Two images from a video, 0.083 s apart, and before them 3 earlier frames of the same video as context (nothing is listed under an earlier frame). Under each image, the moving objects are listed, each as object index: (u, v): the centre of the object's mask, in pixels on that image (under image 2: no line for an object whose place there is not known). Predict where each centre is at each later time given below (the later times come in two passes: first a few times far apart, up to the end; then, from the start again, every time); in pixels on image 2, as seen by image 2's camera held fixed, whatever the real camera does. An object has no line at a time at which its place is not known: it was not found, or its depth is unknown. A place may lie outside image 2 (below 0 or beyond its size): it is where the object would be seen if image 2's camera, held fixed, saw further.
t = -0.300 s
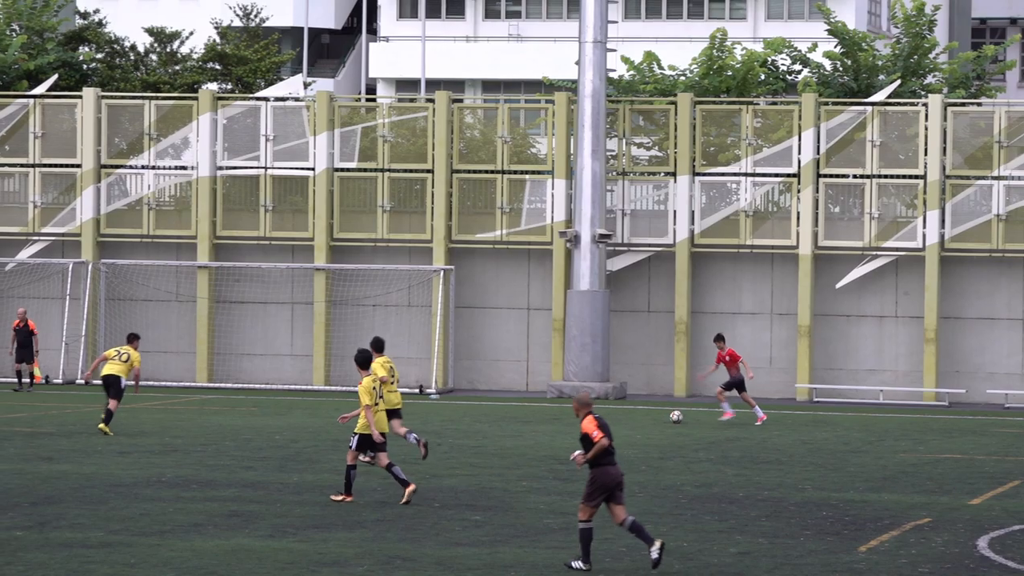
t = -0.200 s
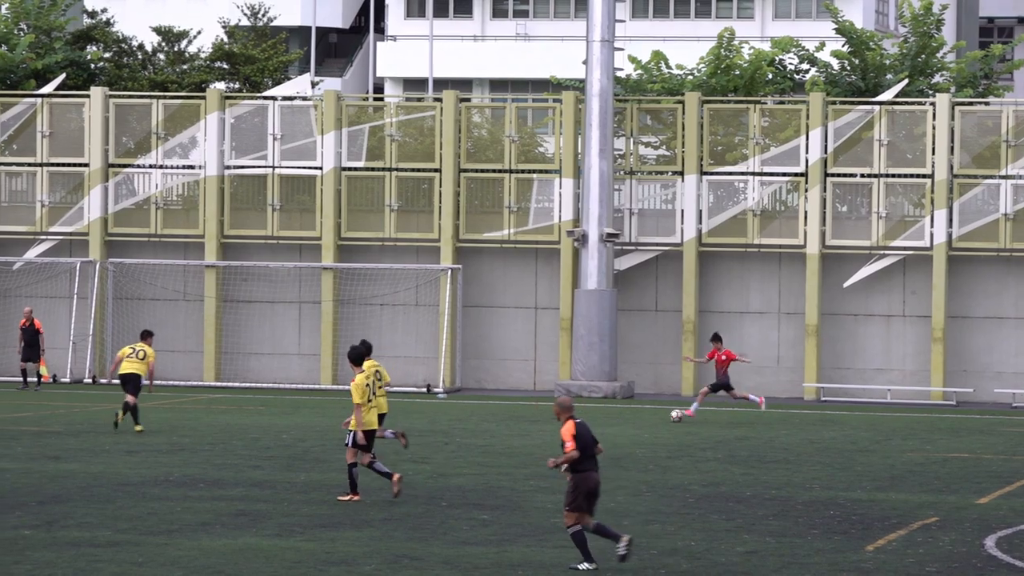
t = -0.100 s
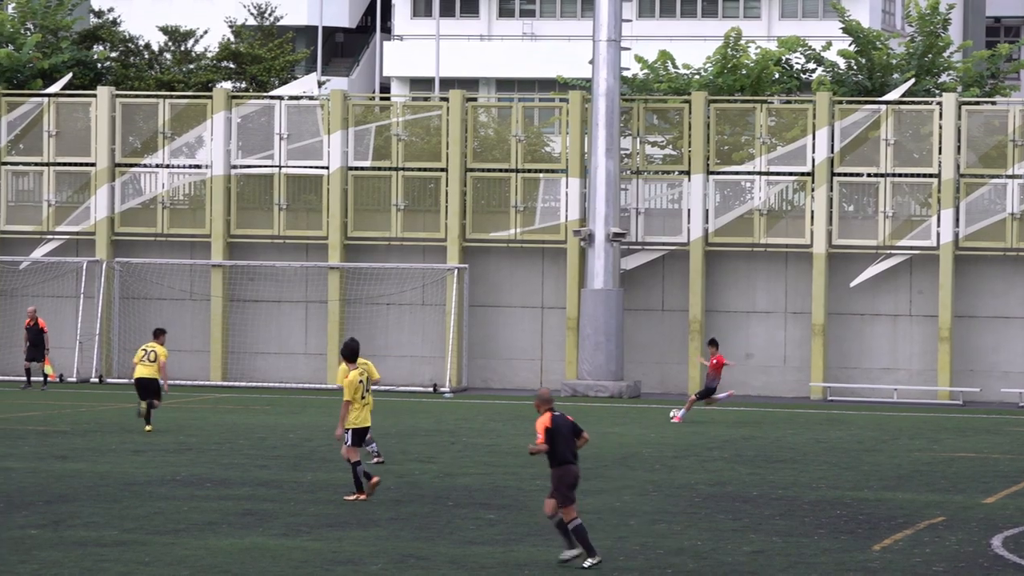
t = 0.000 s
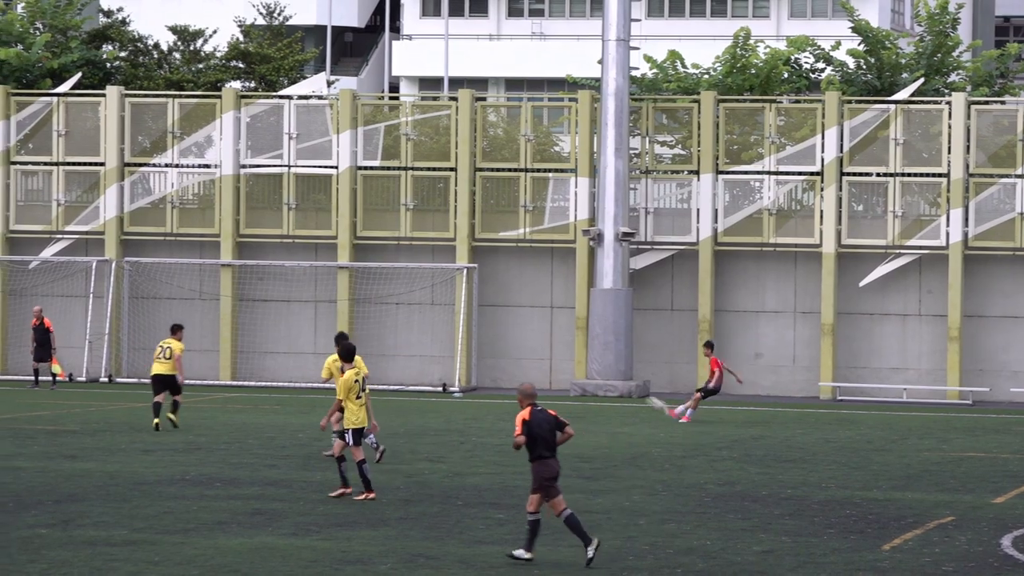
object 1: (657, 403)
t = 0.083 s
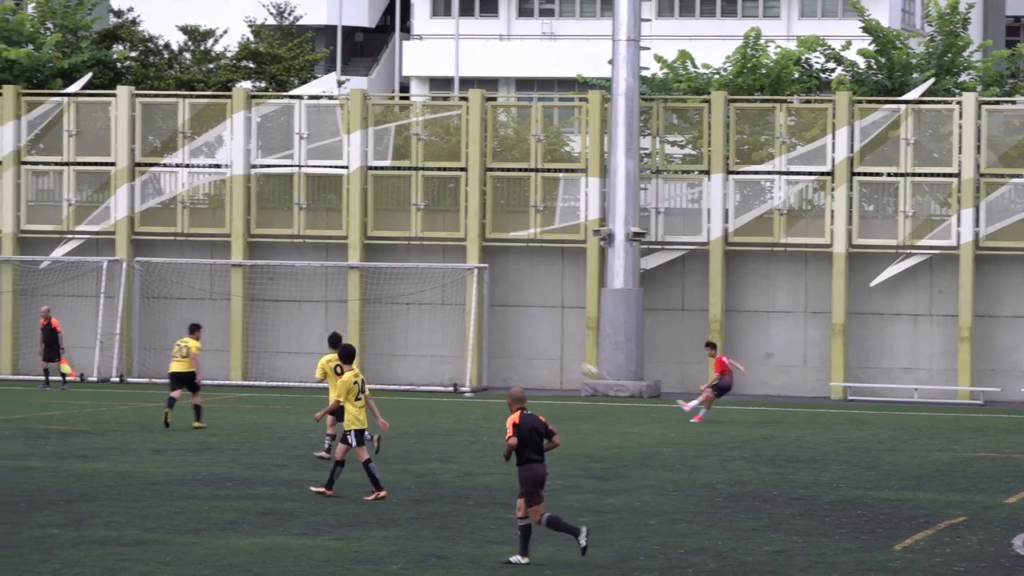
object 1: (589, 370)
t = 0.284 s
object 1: (413, 295)
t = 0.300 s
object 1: (398, 290)
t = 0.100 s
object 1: (574, 364)
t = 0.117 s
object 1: (559, 358)
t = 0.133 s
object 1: (544, 351)
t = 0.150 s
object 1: (528, 345)
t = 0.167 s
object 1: (514, 338)
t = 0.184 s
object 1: (500, 332)
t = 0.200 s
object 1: (485, 325)
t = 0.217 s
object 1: (470, 320)
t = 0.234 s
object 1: (456, 313)
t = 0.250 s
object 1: (441, 307)
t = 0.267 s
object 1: (427, 301)
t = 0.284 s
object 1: (413, 295)
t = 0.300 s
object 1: (398, 290)
